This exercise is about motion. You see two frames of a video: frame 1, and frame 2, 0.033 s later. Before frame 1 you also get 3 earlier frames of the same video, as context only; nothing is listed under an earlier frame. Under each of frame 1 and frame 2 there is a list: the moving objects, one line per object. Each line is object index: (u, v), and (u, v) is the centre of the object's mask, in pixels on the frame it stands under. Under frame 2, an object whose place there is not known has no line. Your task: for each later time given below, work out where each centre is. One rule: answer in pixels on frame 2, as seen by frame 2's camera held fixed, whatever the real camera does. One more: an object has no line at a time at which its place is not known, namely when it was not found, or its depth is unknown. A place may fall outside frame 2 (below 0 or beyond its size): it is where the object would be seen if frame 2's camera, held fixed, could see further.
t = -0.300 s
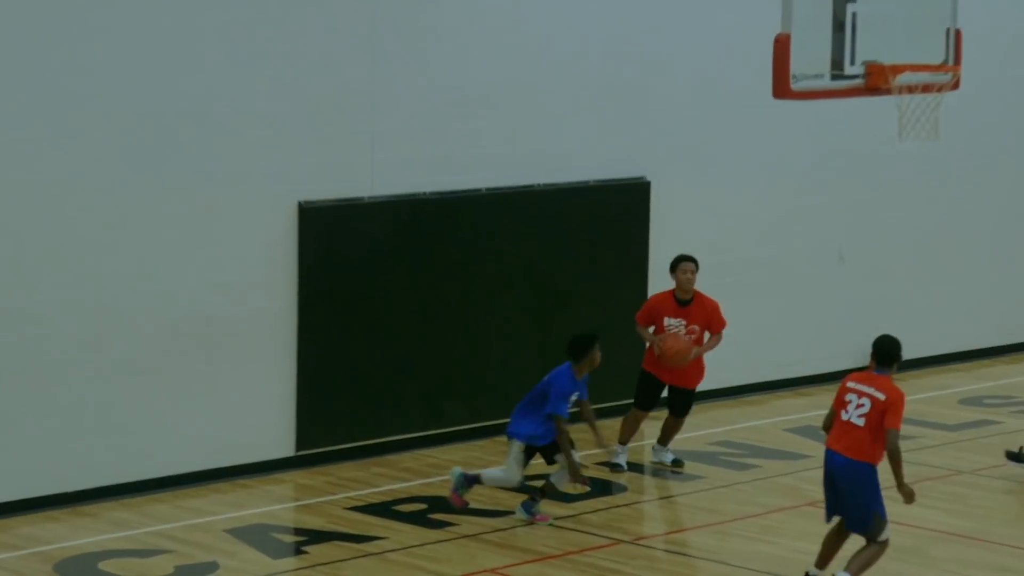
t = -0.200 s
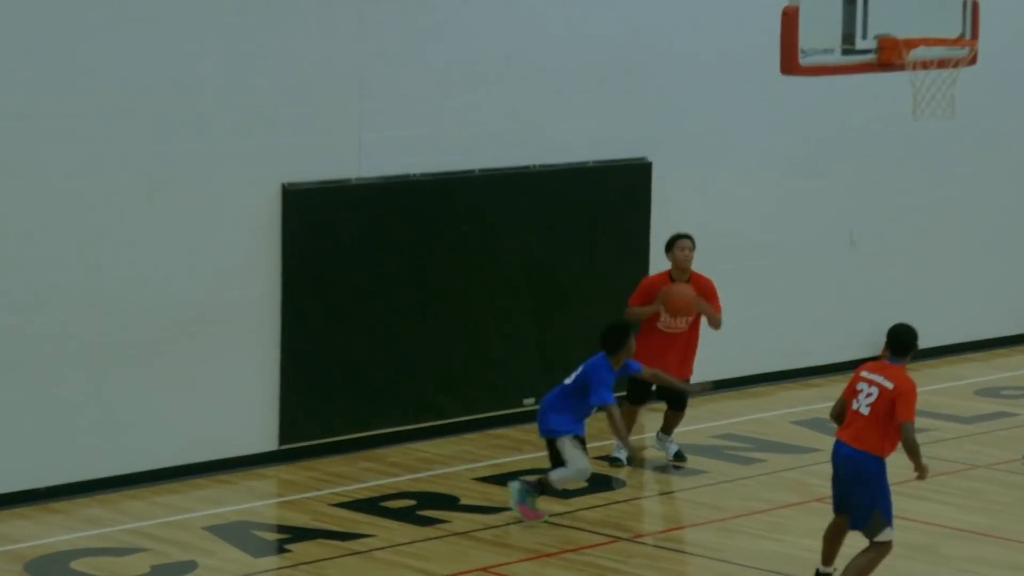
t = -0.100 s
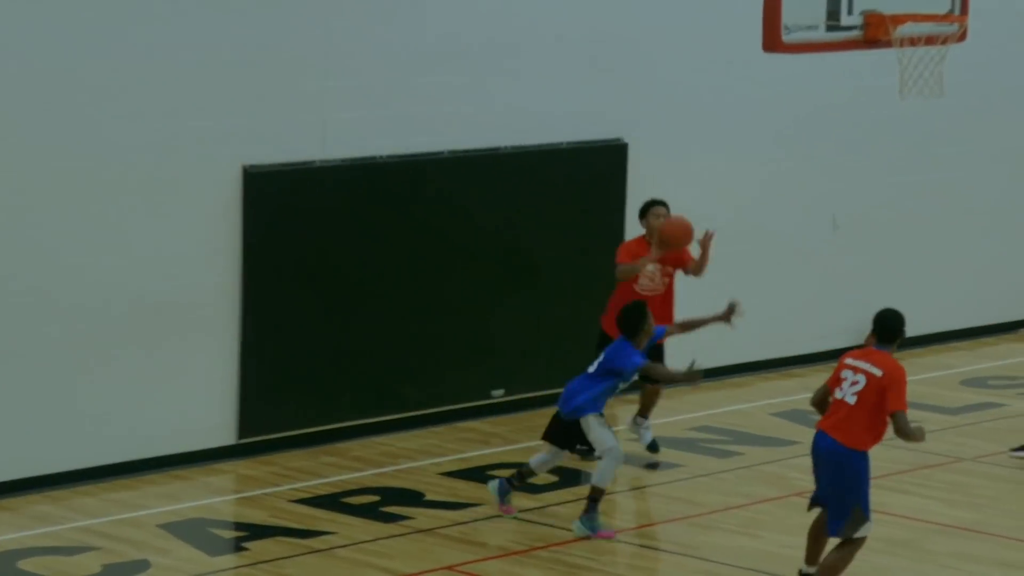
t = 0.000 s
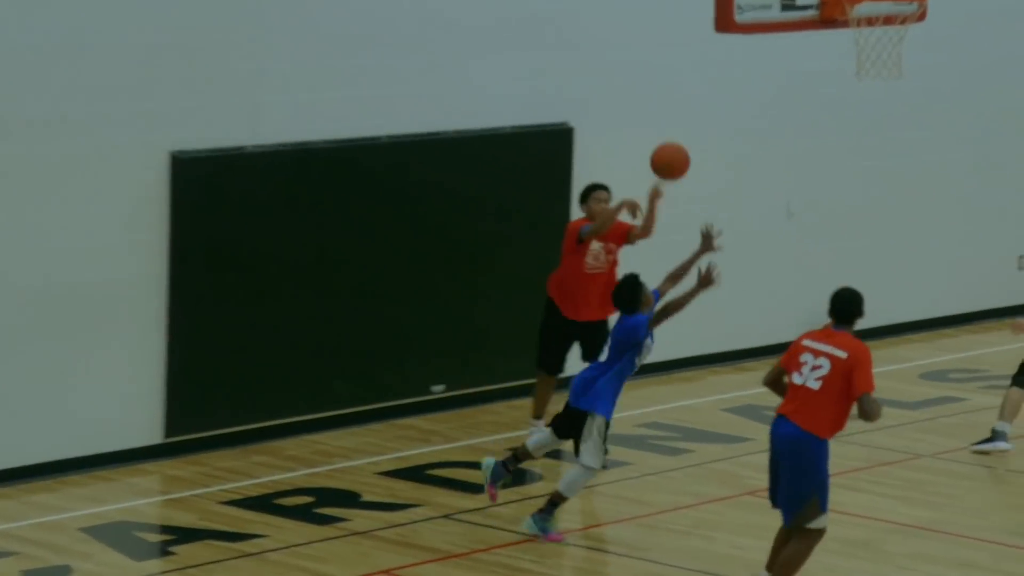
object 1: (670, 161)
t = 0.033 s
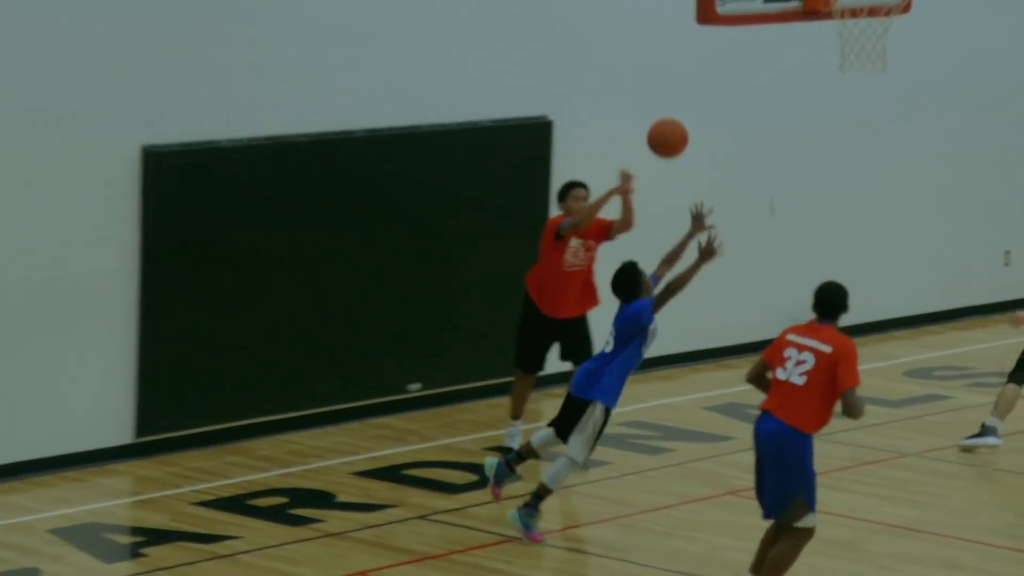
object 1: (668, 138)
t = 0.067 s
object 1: (686, 122)
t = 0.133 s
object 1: (720, 95)
